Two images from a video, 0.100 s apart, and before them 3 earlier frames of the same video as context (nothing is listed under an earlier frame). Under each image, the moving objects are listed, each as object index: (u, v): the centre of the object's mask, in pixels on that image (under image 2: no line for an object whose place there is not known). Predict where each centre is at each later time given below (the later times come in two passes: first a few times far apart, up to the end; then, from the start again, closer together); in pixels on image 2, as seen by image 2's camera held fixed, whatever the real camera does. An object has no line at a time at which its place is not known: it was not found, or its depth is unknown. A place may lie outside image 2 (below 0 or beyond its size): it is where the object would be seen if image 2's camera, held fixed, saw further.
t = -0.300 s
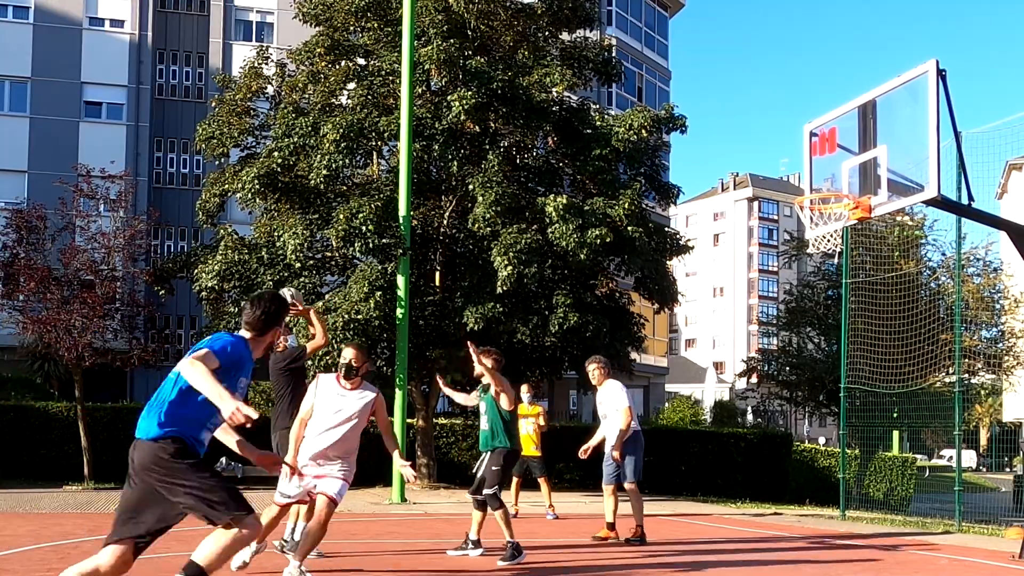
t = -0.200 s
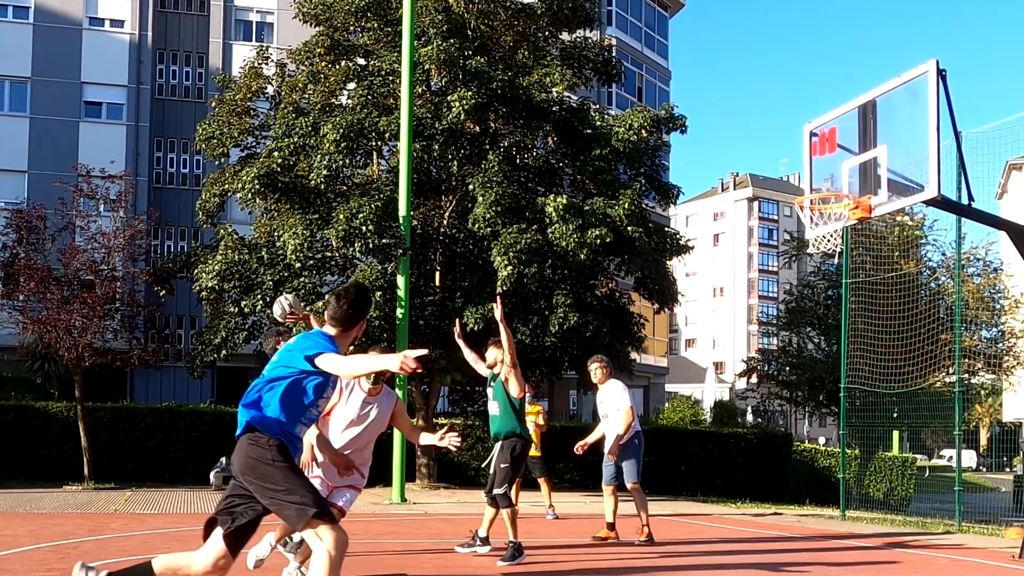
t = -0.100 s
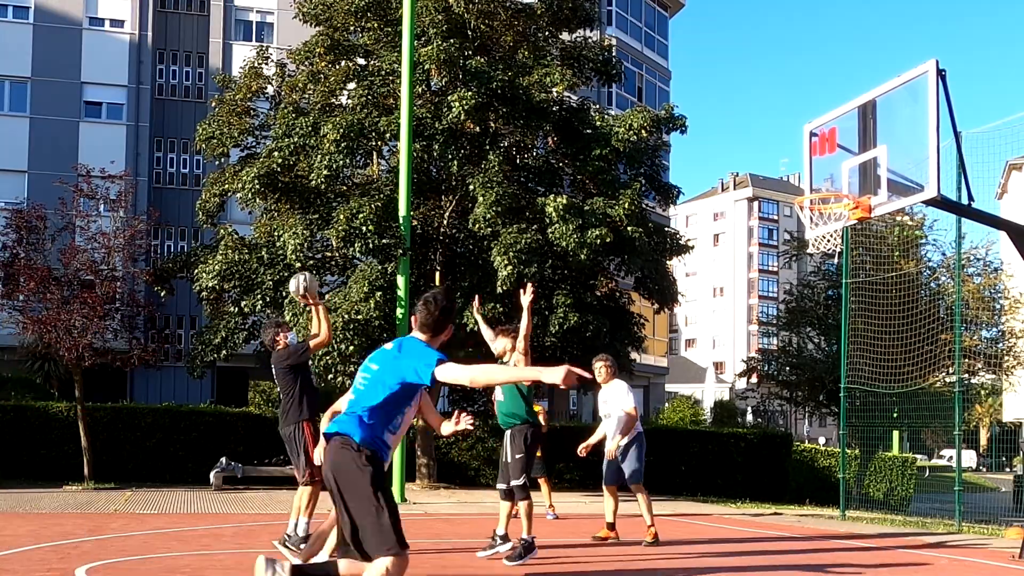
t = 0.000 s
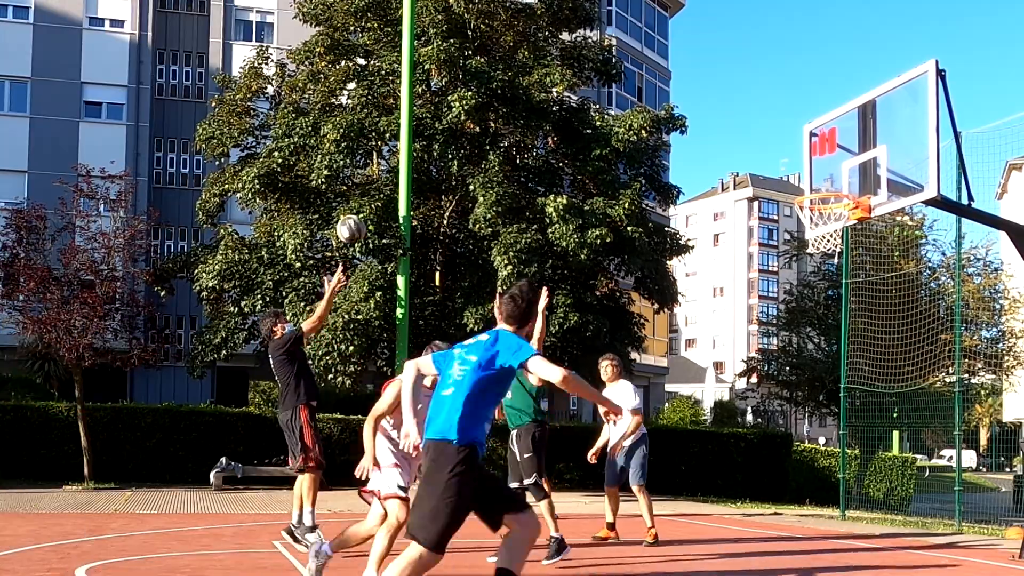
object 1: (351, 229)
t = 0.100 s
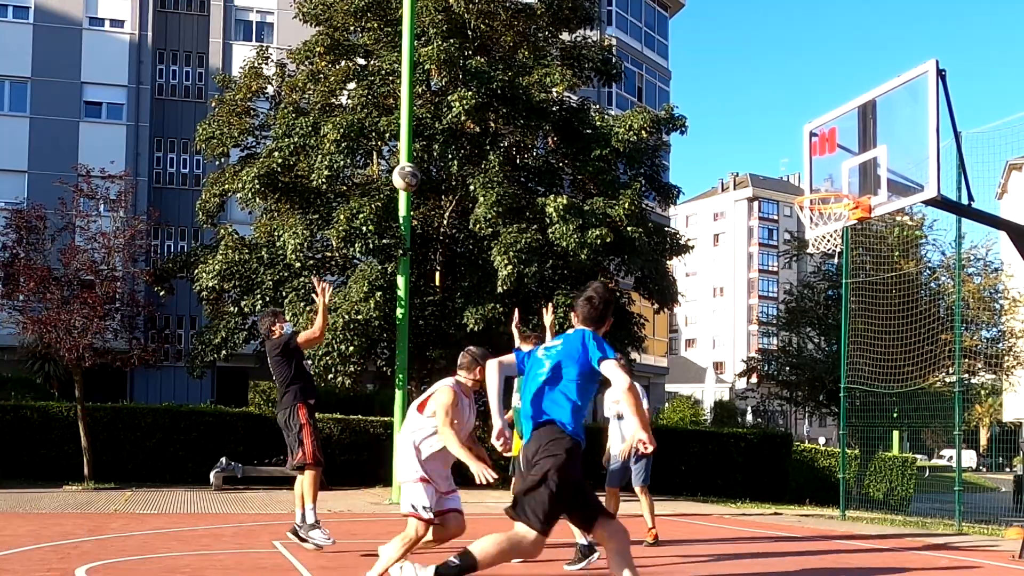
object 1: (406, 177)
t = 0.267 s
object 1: (496, 118)
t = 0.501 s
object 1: (619, 89)
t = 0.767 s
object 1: (753, 133)
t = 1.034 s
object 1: (825, 213)
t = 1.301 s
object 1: (819, 228)
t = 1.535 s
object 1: (829, 270)
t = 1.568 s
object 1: (830, 279)
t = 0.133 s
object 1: (424, 163)
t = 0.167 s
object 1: (442, 149)
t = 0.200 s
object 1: (460, 138)
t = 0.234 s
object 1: (478, 128)
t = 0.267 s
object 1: (496, 118)
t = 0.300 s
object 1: (513, 110)
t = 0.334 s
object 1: (531, 104)
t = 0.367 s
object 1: (549, 98)
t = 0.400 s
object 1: (565, 95)
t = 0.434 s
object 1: (584, 91)
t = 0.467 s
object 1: (602, 90)
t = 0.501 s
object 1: (619, 89)
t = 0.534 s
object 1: (636, 90)
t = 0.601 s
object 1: (670, 96)
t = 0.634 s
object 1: (687, 101)
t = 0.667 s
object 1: (703, 107)
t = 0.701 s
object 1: (720, 115)
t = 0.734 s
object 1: (737, 123)
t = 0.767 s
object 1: (753, 133)
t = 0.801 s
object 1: (769, 144)
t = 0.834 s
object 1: (785, 157)
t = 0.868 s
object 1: (801, 171)
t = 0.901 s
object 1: (817, 183)
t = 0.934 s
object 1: (831, 200)
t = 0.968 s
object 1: (828, 208)
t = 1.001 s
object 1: (825, 214)
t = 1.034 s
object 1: (825, 213)
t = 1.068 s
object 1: (818, 213)
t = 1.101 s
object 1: (816, 212)
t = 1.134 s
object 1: (815, 213)
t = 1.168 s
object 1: (814, 217)
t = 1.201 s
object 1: (816, 219)
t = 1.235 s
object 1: (818, 222)
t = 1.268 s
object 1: (818, 226)
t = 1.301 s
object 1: (819, 228)
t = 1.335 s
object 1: (821, 233)
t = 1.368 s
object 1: (823, 237)
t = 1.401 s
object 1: (826, 244)
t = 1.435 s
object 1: (826, 249)
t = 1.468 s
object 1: (828, 254)
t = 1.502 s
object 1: (830, 262)
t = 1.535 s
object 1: (829, 270)
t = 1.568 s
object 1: (830, 279)
